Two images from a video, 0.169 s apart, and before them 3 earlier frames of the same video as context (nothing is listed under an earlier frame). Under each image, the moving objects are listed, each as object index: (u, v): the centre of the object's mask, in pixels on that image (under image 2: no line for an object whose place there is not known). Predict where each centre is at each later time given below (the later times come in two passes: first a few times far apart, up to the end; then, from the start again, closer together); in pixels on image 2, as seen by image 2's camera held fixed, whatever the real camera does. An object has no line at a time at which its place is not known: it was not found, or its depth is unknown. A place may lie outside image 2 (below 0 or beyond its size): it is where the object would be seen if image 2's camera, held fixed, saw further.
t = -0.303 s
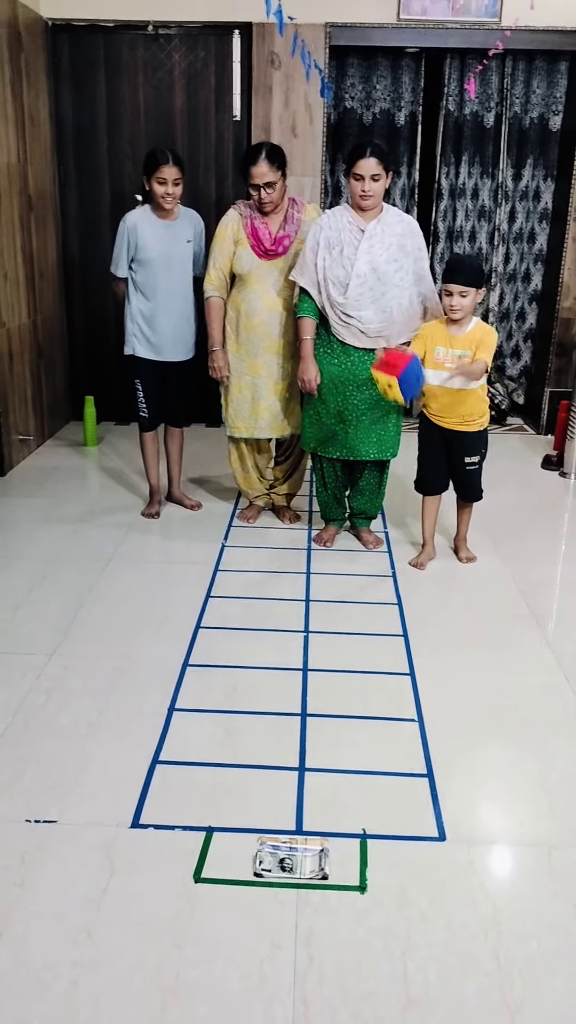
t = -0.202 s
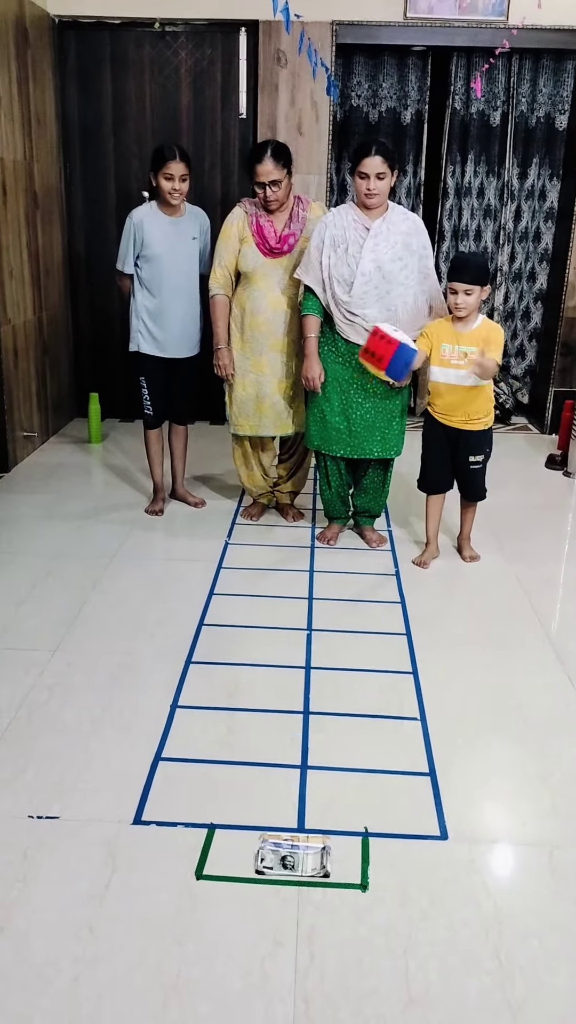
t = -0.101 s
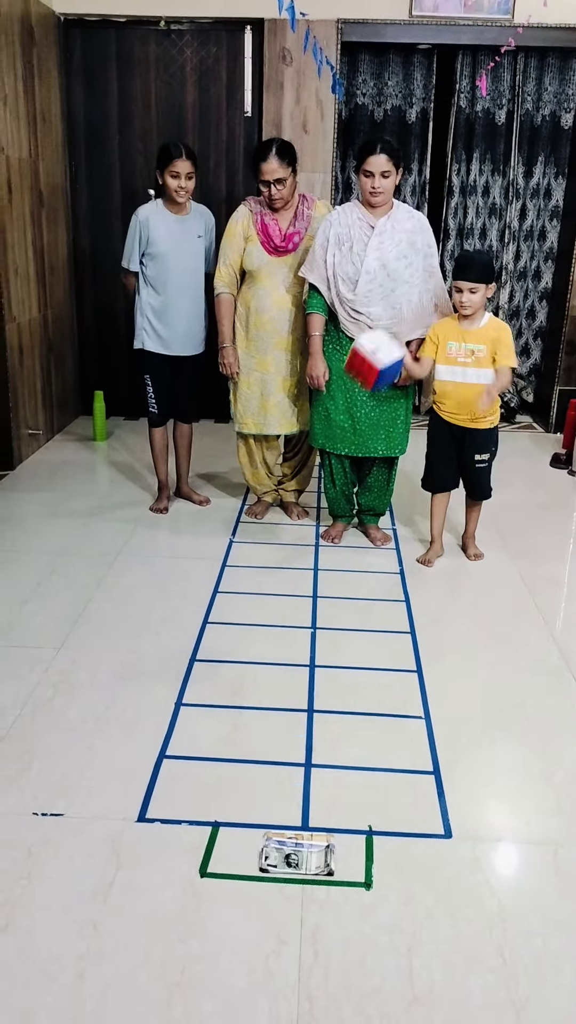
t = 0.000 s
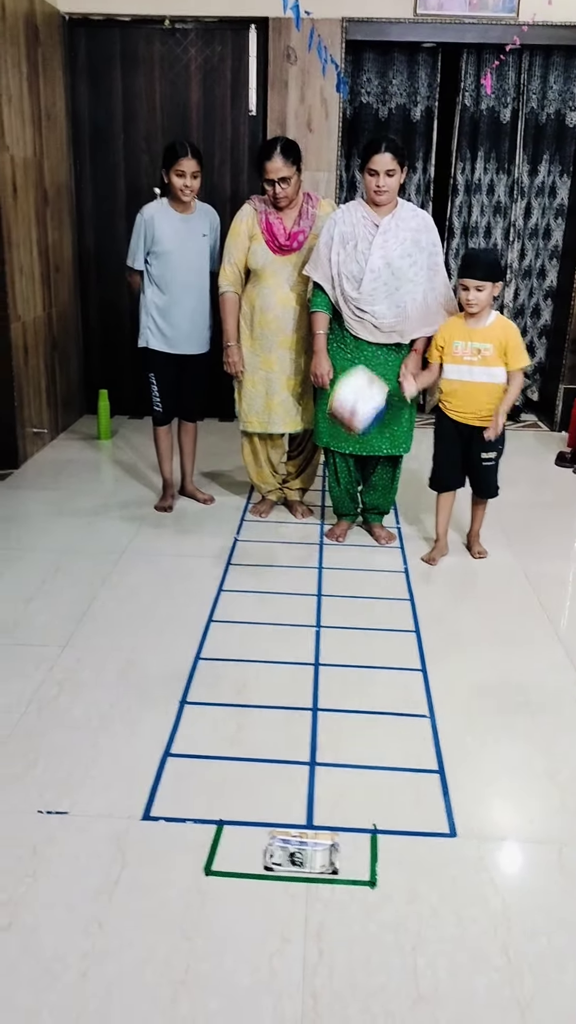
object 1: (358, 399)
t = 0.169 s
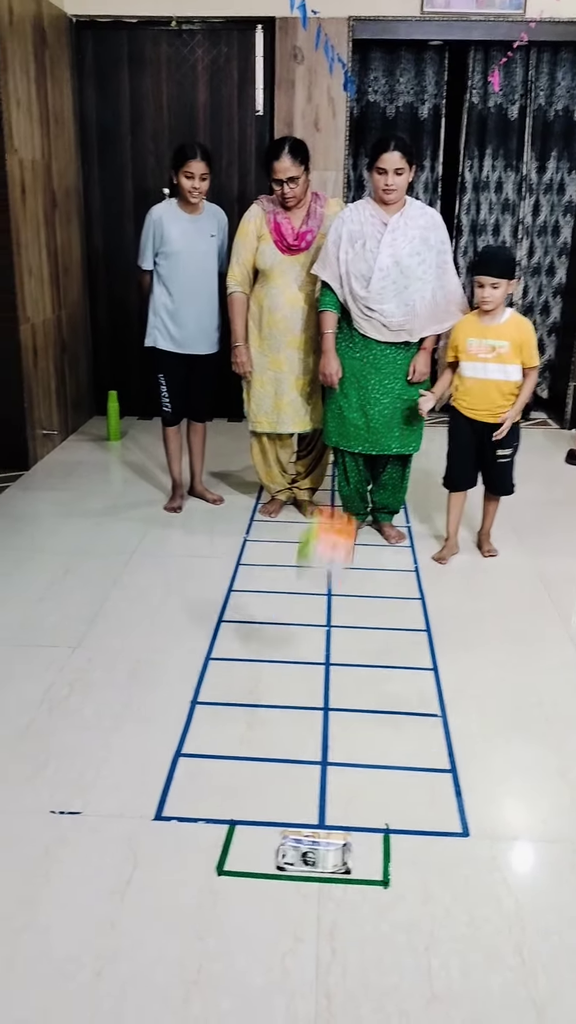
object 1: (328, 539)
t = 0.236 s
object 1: (311, 625)
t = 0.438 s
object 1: (312, 648)
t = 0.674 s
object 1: (336, 714)
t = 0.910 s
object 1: (340, 762)
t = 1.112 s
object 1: (345, 808)
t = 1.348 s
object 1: (377, 832)
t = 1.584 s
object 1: (415, 843)
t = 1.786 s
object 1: (433, 845)
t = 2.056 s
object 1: (442, 830)
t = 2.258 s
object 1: (442, 835)
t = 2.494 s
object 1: (439, 840)
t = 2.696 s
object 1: (432, 840)
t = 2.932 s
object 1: (430, 841)
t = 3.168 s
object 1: (431, 841)
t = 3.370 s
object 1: (431, 841)
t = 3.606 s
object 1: (432, 840)
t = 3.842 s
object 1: (432, 840)
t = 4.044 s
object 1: (432, 840)
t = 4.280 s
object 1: (432, 840)
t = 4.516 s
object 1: (432, 841)
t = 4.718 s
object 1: (432, 840)
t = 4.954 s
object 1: (432, 840)
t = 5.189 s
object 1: (432, 840)
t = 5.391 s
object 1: (432, 840)
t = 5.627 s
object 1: (432, 841)
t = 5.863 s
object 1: (432, 841)
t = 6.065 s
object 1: (432, 841)
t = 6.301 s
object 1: (432, 841)
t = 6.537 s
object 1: (432, 841)
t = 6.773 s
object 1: (432, 841)
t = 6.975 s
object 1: (431, 841)
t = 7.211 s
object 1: (432, 841)
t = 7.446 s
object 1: (432, 841)
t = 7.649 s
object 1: (432, 841)
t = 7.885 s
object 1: (432, 841)
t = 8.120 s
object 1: (432, 841)
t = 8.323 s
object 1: (432, 841)
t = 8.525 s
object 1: (432, 841)
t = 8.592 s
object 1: (432, 841)
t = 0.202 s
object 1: (318, 582)
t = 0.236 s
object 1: (311, 625)
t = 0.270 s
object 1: (300, 676)
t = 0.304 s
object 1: (297, 690)
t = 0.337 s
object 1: (301, 674)
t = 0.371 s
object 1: (305, 662)
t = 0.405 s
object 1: (308, 654)
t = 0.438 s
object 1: (312, 648)
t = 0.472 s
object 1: (316, 646)
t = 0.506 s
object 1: (319, 648)
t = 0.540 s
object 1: (322, 653)
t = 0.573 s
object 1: (326, 663)
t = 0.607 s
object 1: (329, 676)
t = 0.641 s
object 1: (332, 692)
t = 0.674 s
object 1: (336, 714)
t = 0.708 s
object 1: (338, 741)
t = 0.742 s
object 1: (340, 767)
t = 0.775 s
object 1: (341, 768)
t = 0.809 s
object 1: (341, 761)
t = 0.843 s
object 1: (341, 757)
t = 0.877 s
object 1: (341, 757)
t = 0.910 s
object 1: (340, 762)
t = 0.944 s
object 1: (339, 770)
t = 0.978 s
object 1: (339, 786)
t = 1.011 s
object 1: (337, 803)
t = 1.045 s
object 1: (338, 813)
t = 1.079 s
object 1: (342, 810)
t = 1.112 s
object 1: (345, 808)
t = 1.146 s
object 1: (349, 809)
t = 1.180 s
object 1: (352, 814)
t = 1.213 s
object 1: (355, 822)
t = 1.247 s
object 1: (359, 824)
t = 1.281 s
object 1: (365, 826)
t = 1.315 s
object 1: (371, 828)
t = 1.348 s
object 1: (377, 832)
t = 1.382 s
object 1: (385, 832)
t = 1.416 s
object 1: (391, 832)
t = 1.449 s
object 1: (396, 833)
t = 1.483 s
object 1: (401, 835)
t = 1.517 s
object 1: (406, 838)
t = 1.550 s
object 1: (411, 840)
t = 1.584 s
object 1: (415, 843)
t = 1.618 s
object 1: (420, 844)
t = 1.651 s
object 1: (424, 845)
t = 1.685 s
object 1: (427, 846)
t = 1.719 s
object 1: (429, 846)
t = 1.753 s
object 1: (431, 846)
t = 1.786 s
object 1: (433, 845)
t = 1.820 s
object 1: (435, 843)
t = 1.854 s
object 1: (437, 841)
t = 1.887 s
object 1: (438, 839)
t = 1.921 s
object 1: (439, 837)
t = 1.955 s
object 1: (440, 835)
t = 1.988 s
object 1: (441, 832)
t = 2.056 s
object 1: (442, 830)
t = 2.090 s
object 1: (443, 830)
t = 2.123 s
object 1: (443, 831)
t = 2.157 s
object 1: (443, 831)
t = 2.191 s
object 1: (443, 832)
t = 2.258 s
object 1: (442, 835)
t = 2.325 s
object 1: (442, 837)
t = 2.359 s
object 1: (442, 838)
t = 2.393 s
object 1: (441, 838)
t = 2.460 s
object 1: (440, 840)
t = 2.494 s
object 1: (439, 840)
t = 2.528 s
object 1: (437, 841)
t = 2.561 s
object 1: (436, 841)
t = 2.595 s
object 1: (435, 841)
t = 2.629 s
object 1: (434, 841)
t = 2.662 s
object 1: (433, 841)
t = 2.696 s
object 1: (432, 840)
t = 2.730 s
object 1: (431, 840)
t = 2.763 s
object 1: (430, 840)
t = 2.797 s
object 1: (430, 840)
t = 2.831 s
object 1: (430, 840)
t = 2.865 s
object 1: (430, 841)
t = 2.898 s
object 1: (430, 841)
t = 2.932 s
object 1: (430, 841)
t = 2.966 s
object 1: (431, 841)
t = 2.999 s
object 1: (431, 841)
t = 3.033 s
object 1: (432, 840)
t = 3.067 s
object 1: (432, 841)
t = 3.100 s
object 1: (432, 841)
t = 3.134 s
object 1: (432, 840)
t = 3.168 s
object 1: (431, 841)
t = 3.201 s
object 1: (431, 841)
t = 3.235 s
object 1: (431, 841)
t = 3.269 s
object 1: (431, 841)
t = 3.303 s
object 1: (431, 841)
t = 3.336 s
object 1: (431, 841)
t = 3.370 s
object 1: (431, 841)
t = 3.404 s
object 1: (431, 841)
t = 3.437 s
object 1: (432, 840)
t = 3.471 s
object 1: (432, 841)
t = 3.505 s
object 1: (432, 840)
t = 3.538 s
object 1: (432, 840)
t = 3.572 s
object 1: (432, 841)
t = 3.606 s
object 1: (432, 840)
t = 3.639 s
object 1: (431, 841)
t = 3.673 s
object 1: (432, 841)
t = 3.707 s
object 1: (432, 841)
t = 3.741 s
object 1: (432, 841)
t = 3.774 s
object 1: (432, 840)
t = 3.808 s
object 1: (432, 841)
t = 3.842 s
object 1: (432, 840)
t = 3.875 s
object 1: (432, 841)
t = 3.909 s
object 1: (432, 840)
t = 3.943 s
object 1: (432, 840)
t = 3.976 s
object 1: (432, 840)
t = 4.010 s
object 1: (432, 840)
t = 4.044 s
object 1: (432, 840)
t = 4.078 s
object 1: (432, 840)
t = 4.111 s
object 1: (432, 840)
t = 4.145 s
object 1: (432, 840)
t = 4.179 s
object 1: (432, 840)
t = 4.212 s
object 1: (432, 840)
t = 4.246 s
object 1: (432, 841)
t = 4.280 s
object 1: (432, 840)
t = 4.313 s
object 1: (432, 841)
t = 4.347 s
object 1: (432, 840)
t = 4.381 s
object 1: (432, 840)
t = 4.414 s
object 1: (432, 841)
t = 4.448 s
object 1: (432, 841)
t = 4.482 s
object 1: (432, 841)
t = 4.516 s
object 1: (432, 841)
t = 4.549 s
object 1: (432, 841)
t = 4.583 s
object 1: (432, 841)
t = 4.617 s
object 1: (432, 841)
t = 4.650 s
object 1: (432, 841)
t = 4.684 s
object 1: (432, 840)
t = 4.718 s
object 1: (432, 840)
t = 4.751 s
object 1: (432, 841)
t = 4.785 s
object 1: (432, 841)
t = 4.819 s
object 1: (432, 841)
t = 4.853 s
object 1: (432, 841)
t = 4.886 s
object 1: (432, 841)
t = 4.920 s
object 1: (432, 841)
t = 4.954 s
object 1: (432, 840)
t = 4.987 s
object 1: (432, 841)
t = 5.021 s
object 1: (432, 841)
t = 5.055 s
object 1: (432, 840)
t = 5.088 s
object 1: (432, 840)
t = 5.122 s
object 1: (432, 841)
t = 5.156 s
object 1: (432, 841)
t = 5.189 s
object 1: (432, 840)
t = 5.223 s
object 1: (432, 841)
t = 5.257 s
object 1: (432, 841)
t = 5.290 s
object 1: (432, 840)
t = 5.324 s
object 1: (432, 841)
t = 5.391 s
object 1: (432, 840)
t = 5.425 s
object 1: (432, 840)
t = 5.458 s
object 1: (432, 840)
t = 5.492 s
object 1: (432, 840)
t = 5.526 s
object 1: (432, 840)
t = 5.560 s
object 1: (432, 840)
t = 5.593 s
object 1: (432, 840)
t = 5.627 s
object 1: (432, 841)
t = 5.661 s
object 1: (432, 841)
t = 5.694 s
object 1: (432, 841)
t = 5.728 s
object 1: (432, 841)
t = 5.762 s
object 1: (432, 841)
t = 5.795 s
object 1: (432, 841)
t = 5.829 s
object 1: (432, 841)
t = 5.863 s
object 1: (432, 841)
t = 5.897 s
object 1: (432, 841)
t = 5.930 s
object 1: (432, 841)
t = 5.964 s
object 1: (432, 841)
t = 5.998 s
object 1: (432, 841)
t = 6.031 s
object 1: (432, 841)
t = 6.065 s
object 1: (432, 841)
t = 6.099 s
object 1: (432, 841)
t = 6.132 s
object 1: (432, 841)
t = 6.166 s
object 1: (432, 841)
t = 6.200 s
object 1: (432, 841)
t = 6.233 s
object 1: (432, 841)
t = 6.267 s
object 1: (432, 841)
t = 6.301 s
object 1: (432, 841)
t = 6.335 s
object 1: (432, 841)
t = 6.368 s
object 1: (432, 841)
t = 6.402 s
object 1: (432, 841)
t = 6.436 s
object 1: (432, 840)
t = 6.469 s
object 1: (432, 841)
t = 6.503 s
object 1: (432, 841)
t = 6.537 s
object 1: (432, 841)
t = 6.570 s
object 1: (432, 841)
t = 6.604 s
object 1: (431, 841)
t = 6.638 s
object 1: (432, 841)
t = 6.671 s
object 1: (432, 841)
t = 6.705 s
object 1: (431, 841)
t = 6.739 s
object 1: (432, 841)
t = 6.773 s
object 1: (432, 841)
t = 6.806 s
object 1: (431, 841)
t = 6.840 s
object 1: (431, 841)
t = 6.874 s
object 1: (431, 841)
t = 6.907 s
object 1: (431, 841)
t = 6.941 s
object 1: (432, 841)
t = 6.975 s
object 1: (431, 841)
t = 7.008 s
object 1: (432, 841)
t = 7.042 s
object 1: (432, 841)
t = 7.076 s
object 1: (432, 841)
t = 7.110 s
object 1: (432, 841)
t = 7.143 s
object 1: (431, 841)
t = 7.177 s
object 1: (431, 841)
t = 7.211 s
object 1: (432, 841)
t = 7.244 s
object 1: (432, 841)
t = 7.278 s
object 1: (432, 841)
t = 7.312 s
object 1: (432, 841)
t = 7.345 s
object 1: (432, 841)
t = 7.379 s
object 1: (432, 841)
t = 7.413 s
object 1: (432, 841)
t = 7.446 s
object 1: (432, 841)
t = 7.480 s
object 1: (432, 841)
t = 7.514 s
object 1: (432, 841)
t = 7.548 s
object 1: (432, 841)
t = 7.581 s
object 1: (432, 841)
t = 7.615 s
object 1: (432, 841)
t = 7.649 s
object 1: (432, 841)
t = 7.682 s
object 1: (432, 841)
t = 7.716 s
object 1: (432, 841)
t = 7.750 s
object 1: (432, 841)
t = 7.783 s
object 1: (432, 841)
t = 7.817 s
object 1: (431, 841)
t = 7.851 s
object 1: (432, 841)
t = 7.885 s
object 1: (432, 841)
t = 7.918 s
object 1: (432, 841)
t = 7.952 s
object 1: (432, 841)
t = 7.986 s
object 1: (432, 841)
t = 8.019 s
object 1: (432, 841)
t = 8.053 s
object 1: (432, 841)
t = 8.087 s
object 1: (432, 841)
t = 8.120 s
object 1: (432, 841)
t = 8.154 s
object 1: (432, 841)
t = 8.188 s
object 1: (432, 841)
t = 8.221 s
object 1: (432, 841)
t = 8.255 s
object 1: (432, 841)
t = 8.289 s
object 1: (432, 841)
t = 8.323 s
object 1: (432, 841)
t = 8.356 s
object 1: (432, 841)
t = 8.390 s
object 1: (432, 841)
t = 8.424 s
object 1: (432, 841)
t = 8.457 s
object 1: (432, 841)
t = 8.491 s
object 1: (432, 841)
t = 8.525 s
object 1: (432, 841)
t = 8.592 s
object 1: (432, 841)
